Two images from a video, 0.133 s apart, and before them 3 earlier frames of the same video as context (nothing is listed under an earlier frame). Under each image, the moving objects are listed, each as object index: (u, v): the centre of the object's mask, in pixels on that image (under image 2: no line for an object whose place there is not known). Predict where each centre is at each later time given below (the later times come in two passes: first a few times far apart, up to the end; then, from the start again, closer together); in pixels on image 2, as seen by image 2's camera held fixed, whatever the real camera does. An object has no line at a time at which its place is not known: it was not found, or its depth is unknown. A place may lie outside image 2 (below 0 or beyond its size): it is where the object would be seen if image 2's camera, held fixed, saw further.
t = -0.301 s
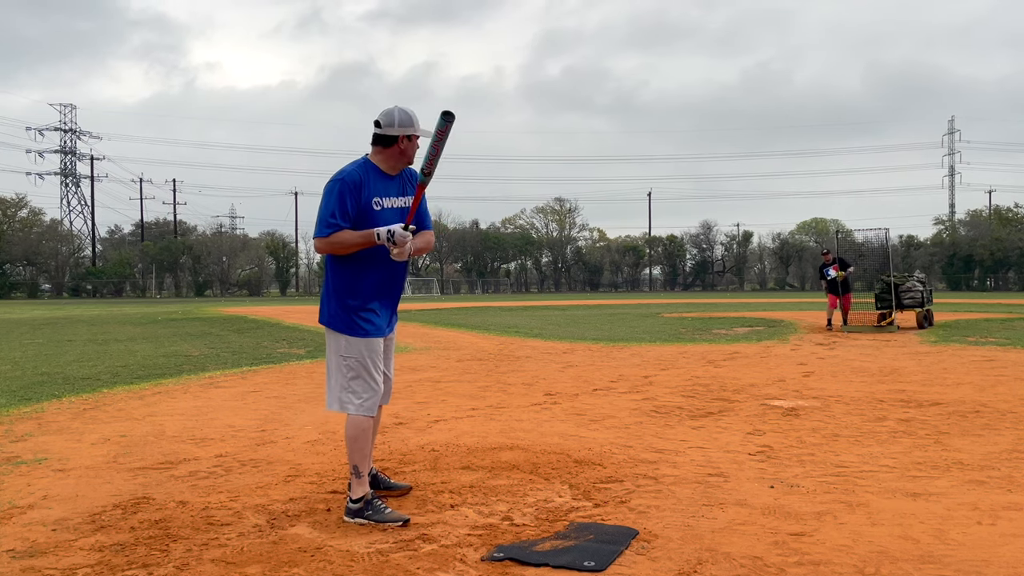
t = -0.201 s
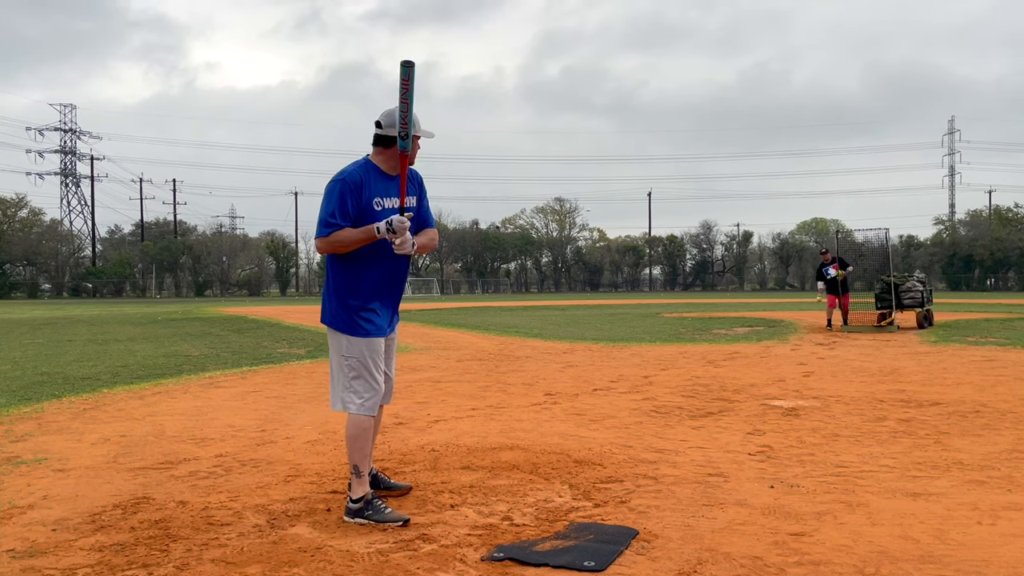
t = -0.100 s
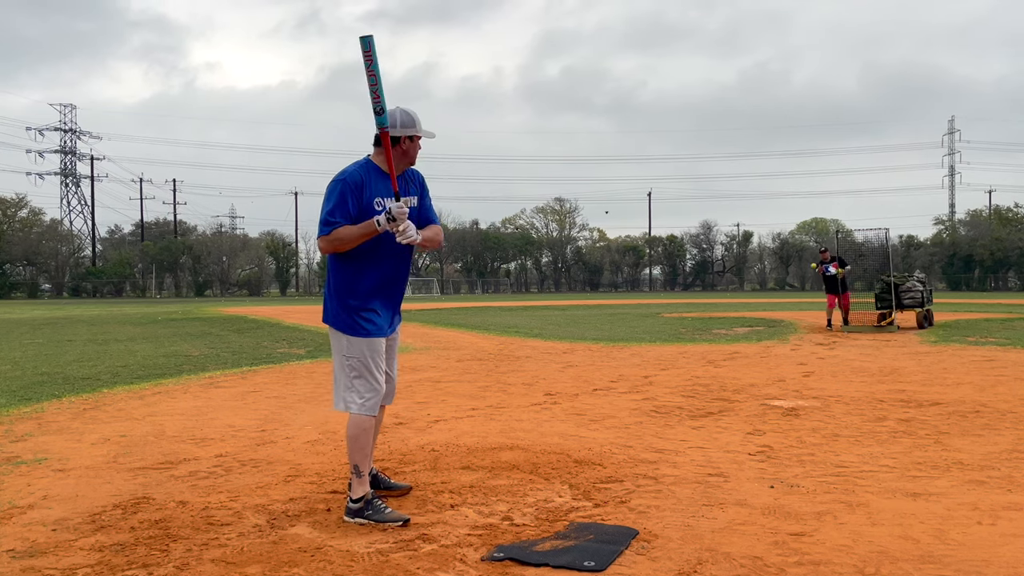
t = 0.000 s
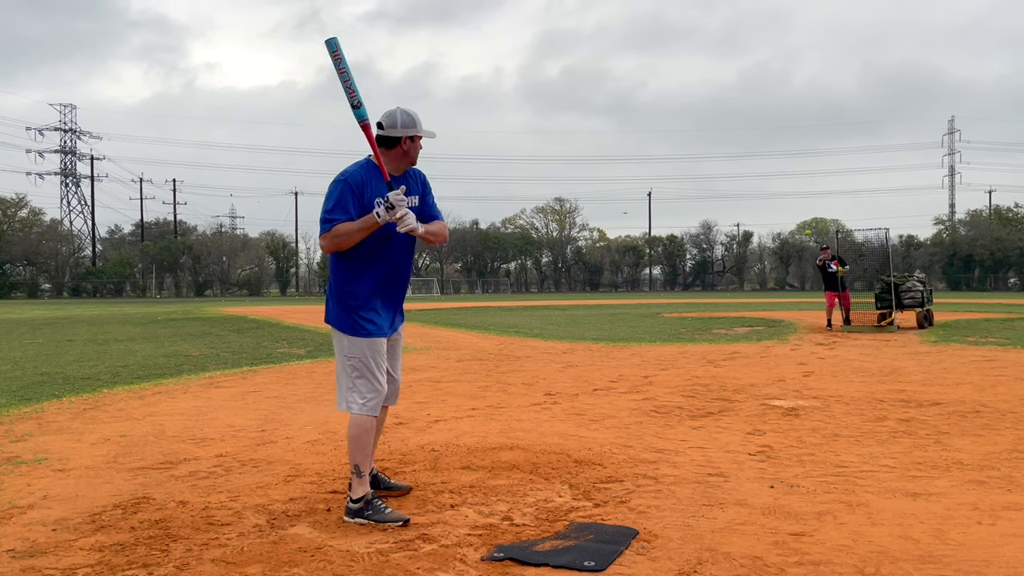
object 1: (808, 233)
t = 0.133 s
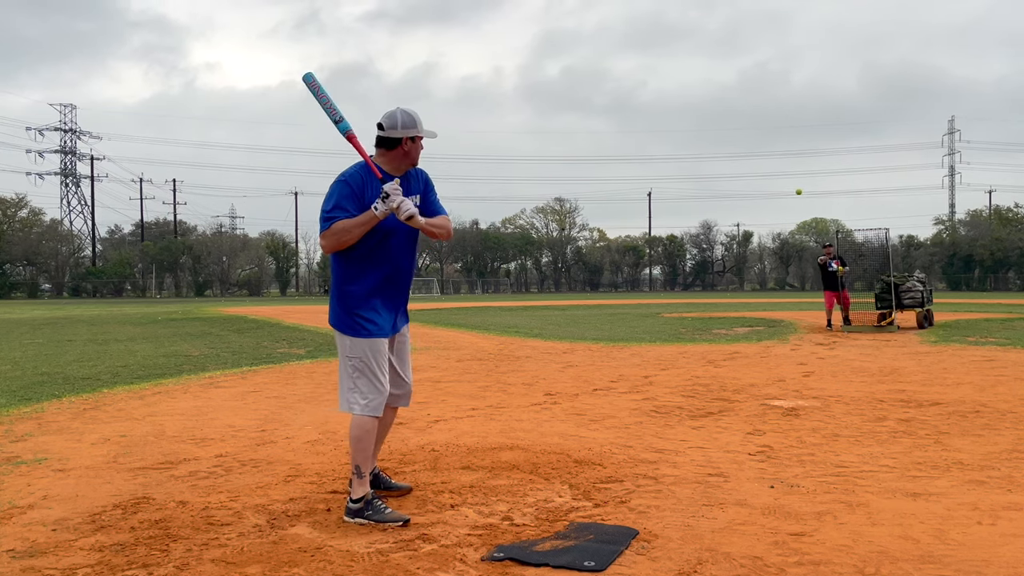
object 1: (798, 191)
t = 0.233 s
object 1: (790, 163)
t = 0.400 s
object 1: (774, 125)
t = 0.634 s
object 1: (741, 94)
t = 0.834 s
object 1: (697, 106)
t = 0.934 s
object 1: (666, 134)
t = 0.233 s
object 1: (790, 163)
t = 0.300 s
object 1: (785, 147)
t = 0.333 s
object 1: (781, 139)
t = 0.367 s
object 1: (778, 132)
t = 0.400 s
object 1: (774, 125)
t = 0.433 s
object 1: (770, 119)
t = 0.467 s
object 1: (766, 113)
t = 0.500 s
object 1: (762, 108)
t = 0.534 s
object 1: (757, 103)
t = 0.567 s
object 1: (752, 99)
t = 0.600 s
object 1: (747, 96)
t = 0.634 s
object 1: (741, 94)
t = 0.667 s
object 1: (735, 93)
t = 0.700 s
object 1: (728, 93)
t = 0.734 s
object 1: (721, 94)
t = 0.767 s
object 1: (713, 96)
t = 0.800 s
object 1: (705, 100)
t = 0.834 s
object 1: (697, 106)
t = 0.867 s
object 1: (687, 113)
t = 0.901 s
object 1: (677, 122)
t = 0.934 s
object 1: (666, 134)
